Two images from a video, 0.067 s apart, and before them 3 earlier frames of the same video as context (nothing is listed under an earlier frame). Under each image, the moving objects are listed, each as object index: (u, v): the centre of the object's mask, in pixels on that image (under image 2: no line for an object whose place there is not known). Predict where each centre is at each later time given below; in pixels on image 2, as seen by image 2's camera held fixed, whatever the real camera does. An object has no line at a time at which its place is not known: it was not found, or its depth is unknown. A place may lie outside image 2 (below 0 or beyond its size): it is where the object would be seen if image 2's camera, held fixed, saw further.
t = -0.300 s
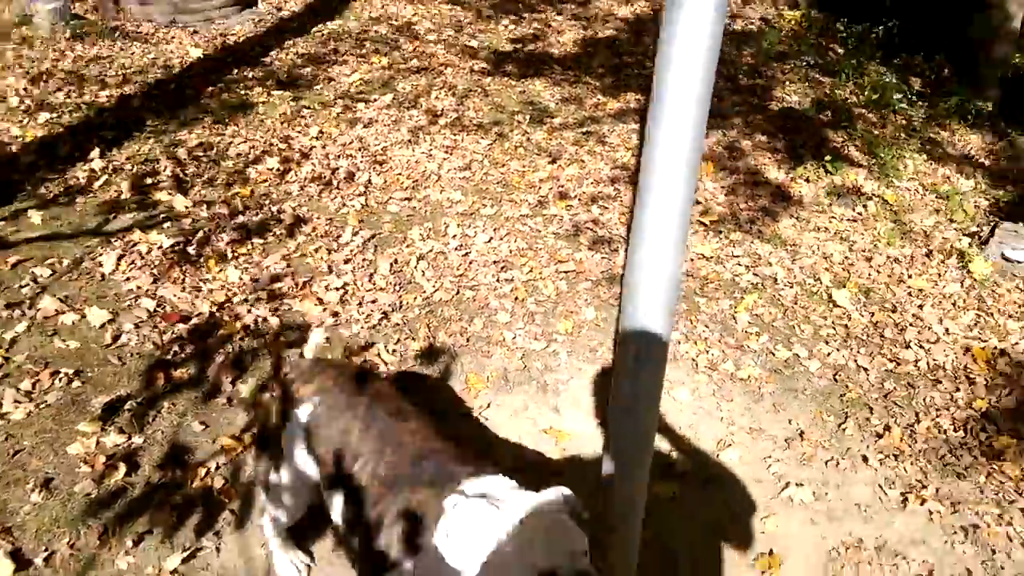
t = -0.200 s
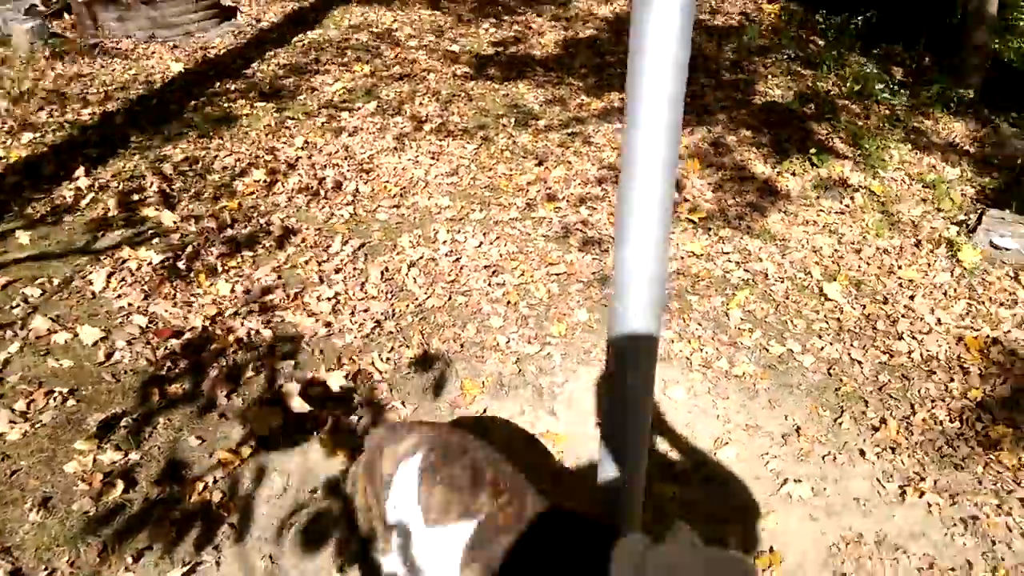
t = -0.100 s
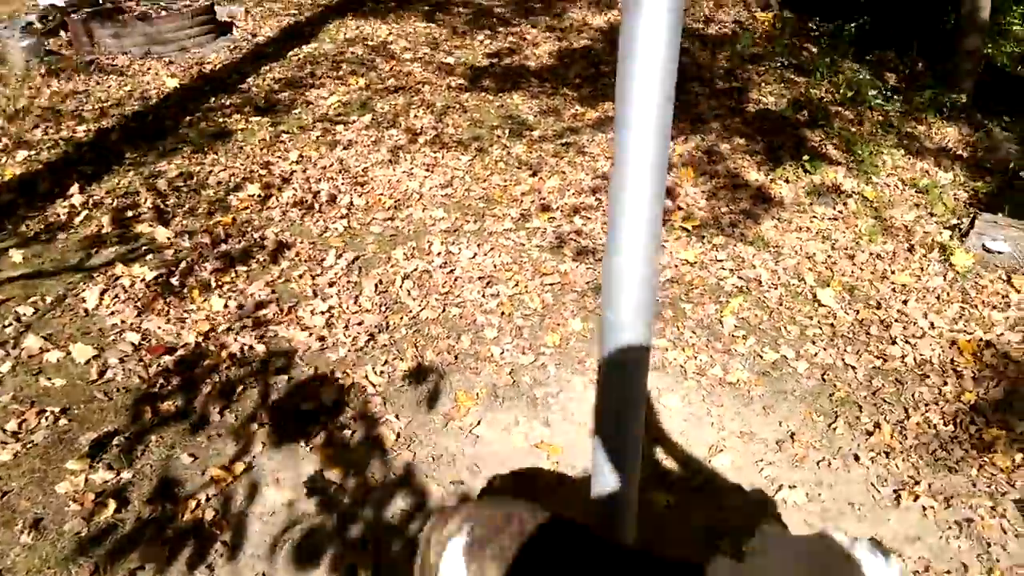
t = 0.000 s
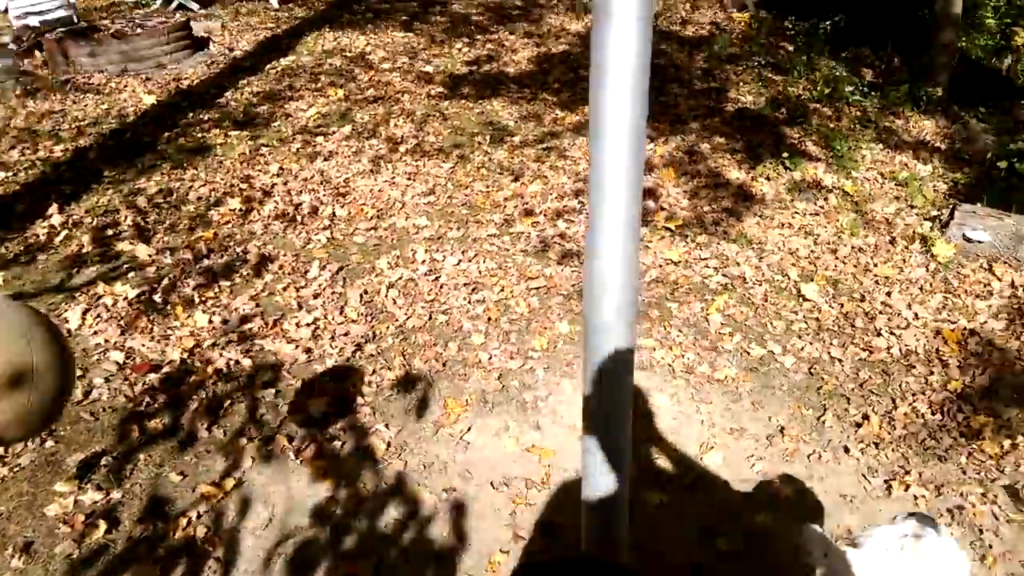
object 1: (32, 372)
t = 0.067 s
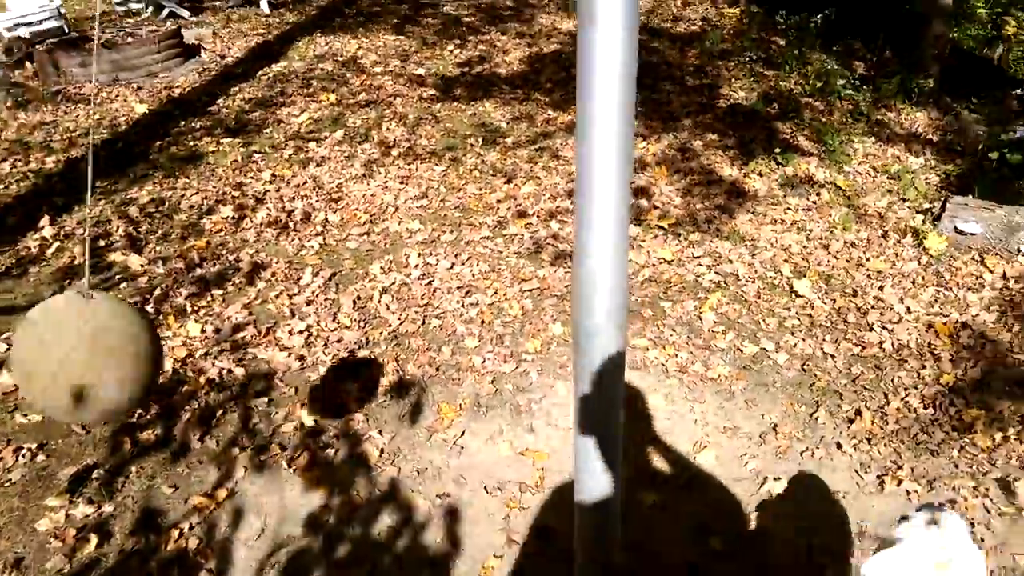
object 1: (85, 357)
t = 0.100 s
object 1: (136, 342)
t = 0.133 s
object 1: (182, 323)
